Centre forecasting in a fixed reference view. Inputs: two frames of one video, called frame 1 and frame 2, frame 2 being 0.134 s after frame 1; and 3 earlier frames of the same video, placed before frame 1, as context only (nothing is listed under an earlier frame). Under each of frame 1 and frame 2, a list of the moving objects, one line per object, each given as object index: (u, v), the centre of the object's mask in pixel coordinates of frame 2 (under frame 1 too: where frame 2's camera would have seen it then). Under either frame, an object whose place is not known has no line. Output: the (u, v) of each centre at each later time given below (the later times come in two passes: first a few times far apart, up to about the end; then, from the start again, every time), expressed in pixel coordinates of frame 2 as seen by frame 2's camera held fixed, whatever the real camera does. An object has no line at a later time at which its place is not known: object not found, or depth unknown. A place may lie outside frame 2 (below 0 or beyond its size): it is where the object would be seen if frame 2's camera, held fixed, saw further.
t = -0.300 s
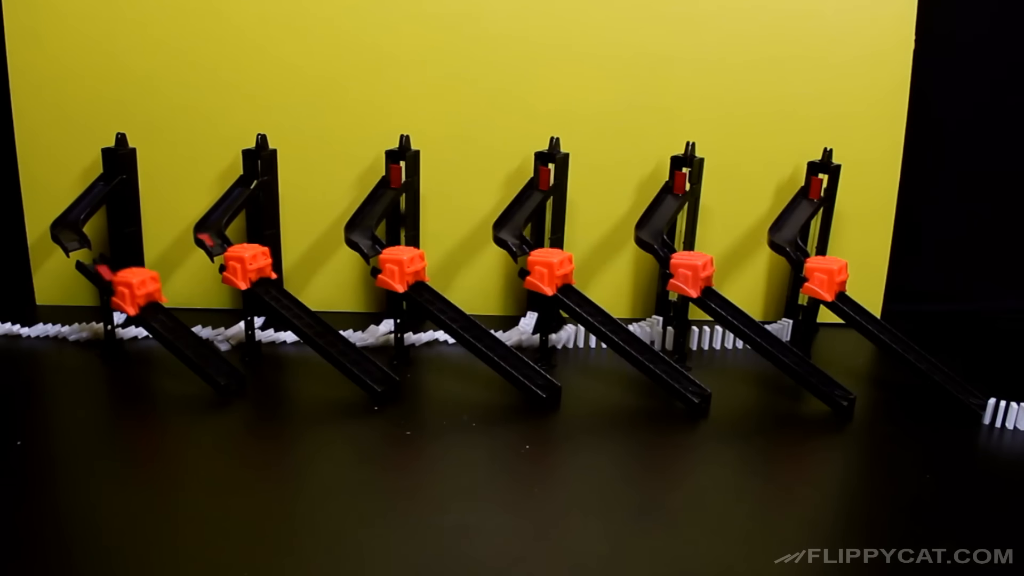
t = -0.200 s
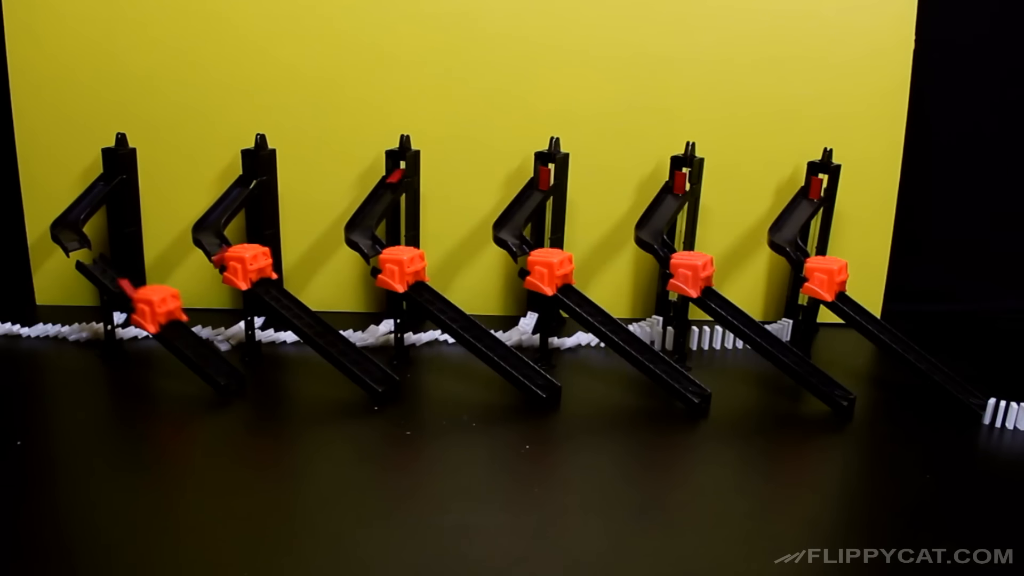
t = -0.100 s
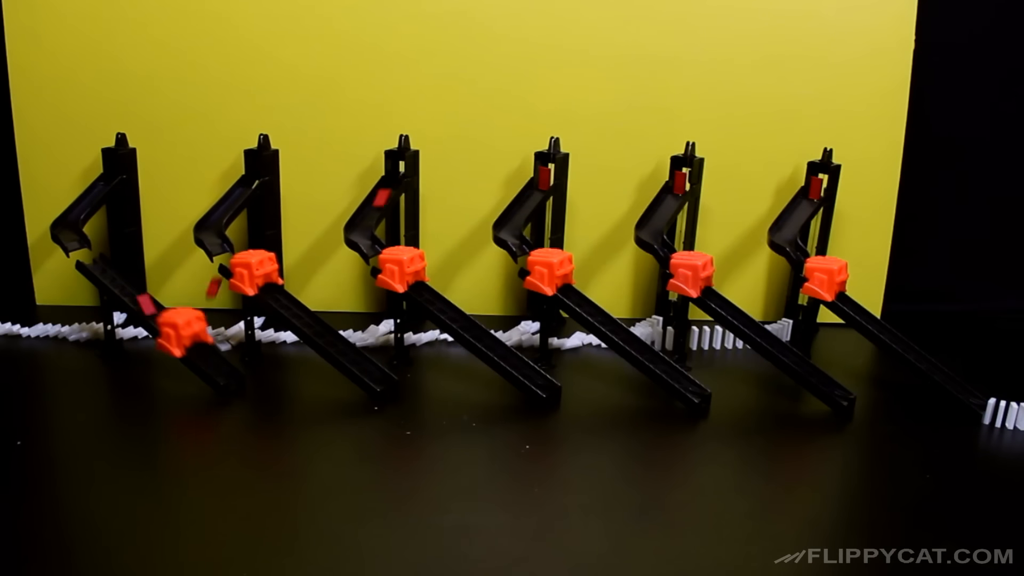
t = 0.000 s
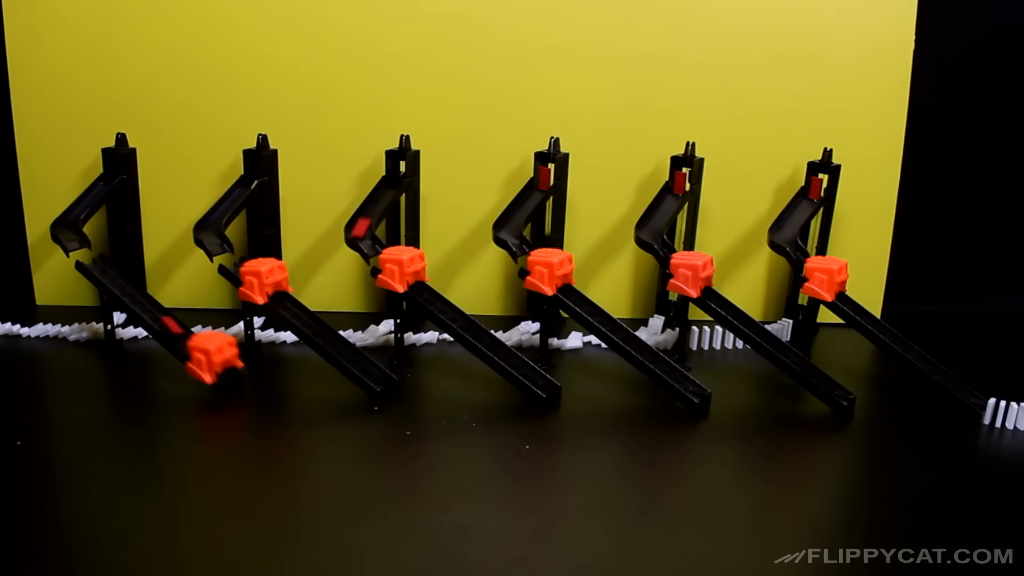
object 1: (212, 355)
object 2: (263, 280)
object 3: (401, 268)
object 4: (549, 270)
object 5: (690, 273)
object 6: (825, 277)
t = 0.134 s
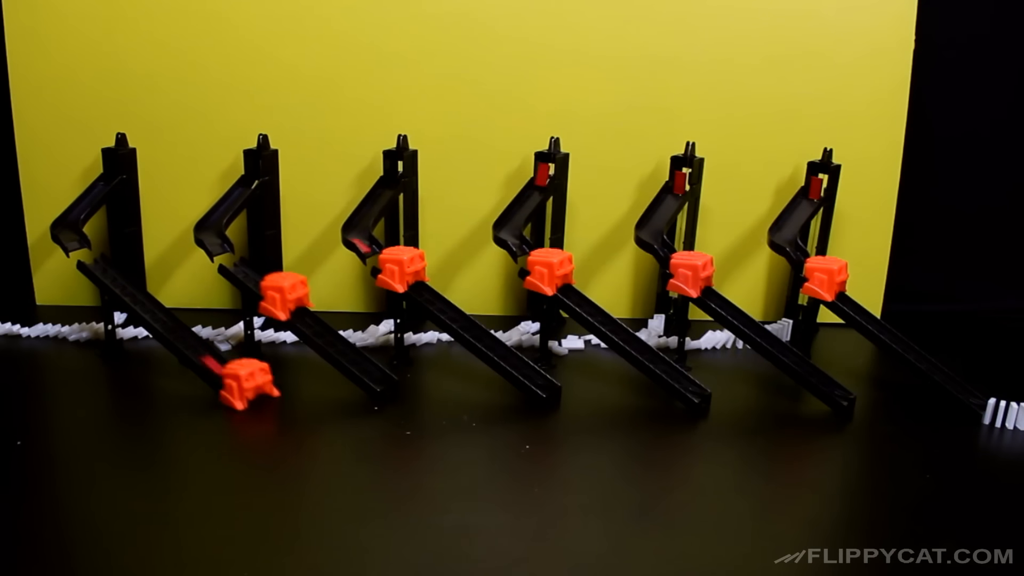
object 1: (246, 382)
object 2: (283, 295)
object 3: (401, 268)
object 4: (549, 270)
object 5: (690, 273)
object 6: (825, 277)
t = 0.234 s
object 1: (260, 390)
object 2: (303, 309)
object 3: (402, 268)
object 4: (549, 270)
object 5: (690, 273)
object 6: (825, 277)
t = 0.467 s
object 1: (271, 394)
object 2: (369, 363)
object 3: (423, 285)
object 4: (549, 271)
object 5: (690, 273)
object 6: (825, 277)
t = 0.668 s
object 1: (271, 394)
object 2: (415, 390)
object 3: (461, 312)
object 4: (570, 288)
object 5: (690, 273)
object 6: (825, 277)
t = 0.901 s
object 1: (270, 394)
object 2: (423, 392)
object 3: (522, 360)
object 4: (625, 329)
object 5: (690, 273)
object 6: (825, 277)
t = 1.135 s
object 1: (270, 394)
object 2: (424, 392)
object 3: (580, 396)
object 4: (708, 390)
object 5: (693, 275)
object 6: (825, 277)
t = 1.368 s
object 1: (270, 394)
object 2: (424, 392)
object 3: (586, 398)
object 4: (762, 409)
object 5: (731, 302)
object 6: (847, 295)
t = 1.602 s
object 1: (270, 394)
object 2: (424, 392)
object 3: (586, 398)
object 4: (762, 410)
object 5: (798, 351)
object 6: (906, 336)
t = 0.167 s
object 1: (252, 385)
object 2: (289, 299)
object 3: (401, 268)
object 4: (549, 270)
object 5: (690, 273)
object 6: (825, 277)
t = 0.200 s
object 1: (256, 388)
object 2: (296, 304)
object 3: (401, 268)
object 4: (549, 270)
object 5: (690, 273)
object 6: (825, 277)
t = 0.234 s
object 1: (260, 390)
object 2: (303, 309)
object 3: (402, 268)
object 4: (549, 270)
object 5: (690, 273)
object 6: (825, 277)
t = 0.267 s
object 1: (265, 391)
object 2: (310, 315)
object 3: (403, 269)
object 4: (549, 270)
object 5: (690, 273)
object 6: (825, 277)
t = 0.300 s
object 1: (268, 393)
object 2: (319, 324)
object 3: (404, 270)
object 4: (549, 270)
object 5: (690, 273)
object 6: (825, 277)
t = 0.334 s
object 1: (270, 393)
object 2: (326, 329)
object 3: (407, 273)
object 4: (549, 270)
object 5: (690, 273)
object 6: (825, 277)
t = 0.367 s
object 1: (270, 394)
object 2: (336, 338)
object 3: (410, 276)
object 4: (549, 270)
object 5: (690, 273)
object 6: (825, 277)
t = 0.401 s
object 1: (270, 394)
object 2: (347, 346)
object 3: (414, 278)
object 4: (549, 270)
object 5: (690, 273)
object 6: (825, 277)
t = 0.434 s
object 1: (270, 394)
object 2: (358, 353)
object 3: (418, 282)
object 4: (549, 270)
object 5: (690, 273)
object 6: (825, 277)
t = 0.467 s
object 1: (271, 394)
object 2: (369, 363)
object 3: (423, 285)
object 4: (549, 271)
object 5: (690, 273)
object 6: (825, 277)
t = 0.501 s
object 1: (271, 394)
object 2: (380, 370)
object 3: (429, 289)
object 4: (550, 272)
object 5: (690, 273)
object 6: (825, 277)
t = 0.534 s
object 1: (270, 394)
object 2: (390, 379)
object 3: (435, 293)
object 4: (553, 275)
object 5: (690, 273)
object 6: (825, 277)
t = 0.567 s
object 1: (270, 394)
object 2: (397, 384)
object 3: (441, 298)
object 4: (557, 277)
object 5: (690, 273)
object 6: (825, 277)
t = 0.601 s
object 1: (270, 394)
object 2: (403, 386)
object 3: (447, 303)
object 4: (561, 279)
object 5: (690, 273)
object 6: (825, 277)
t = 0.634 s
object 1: (270, 394)
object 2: (410, 389)
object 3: (454, 308)
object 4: (565, 284)
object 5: (690, 273)
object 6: (825, 277)
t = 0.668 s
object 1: (271, 394)
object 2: (415, 390)
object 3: (461, 312)
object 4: (570, 288)
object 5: (690, 273)
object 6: (825, 277)
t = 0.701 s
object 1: (270, 394)
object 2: (419, 391)
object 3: (468, 318)
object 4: (576, 292)
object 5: (690, 273)
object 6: (825, 277)
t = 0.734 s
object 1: (270, 394)
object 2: (422, 391)
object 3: (476, 323)
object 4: (582, 297)
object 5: (690, 273)
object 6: (825, 277)
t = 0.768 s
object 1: (270, 394)
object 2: (423, 392)
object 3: (483, 330)
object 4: (590, 303)
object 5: (690, 273)
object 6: (825, 277)
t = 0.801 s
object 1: (270, 394)
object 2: (423, 392)
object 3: (492, 336)
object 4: (598, 308)
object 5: (690, 273)
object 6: (825, 277)
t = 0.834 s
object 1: (270, 394)
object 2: (424, 392)
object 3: (501, 343)
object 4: (606, 315)
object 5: (690, 273)
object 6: (825, 277)
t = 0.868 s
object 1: (271, 394)
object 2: (424, 392)
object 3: (511, 351)
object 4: (616, 322)
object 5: (690, 273)
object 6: (825, 277)
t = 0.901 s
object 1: (270, 394)
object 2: (423, 392)
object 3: (522, 360)
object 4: (625, 329)
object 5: (690, 273)
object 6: (825, 277)
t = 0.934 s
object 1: (270, 394)
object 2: (424, 392)
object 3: (533, 367)
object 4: (635, 338)
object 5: (691, 273)
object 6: (825, 277)
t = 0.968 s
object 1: (270, 394)
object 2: (424, 392)
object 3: (543, 376)
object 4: (647, 346)
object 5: (691, 273)
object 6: (825, 277)
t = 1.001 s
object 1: (270, 394)
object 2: (424, 392)
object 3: (551, 380)
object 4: (658, 354)
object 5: (691, 273)
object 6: (825, 277)
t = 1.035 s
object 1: (270, 394)
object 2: (424, 392)
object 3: (560, 387)
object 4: (671, 366)
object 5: (691, 273)
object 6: (825, 277)
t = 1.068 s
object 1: (270, 394)
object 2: (424, 392)
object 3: (568, 391)
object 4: (684, 373)
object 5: (691, 273)
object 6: (825, 277)
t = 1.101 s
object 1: (270, 394)
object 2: (424, 392)
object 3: (574, 393)
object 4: (697, 382)
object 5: (692, 274)
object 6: (825, 277)
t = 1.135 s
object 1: (270, 394)
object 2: (424, 392)
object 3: (580, 396)
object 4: (708, 390)
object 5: (693, 275)
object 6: (825, 277)
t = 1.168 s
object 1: (270, 394)
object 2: (424, 392)
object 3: (584, 397)
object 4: (720, 396)
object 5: (696, 278)
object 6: (825, 277)
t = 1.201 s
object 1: (270, 394)
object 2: (424, 392)
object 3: (586, 398)
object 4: (730, 400)
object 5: (700, 281)
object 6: (826, 278)
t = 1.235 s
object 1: (270, 394)
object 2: (424, 392)
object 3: (586, 398)
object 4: (739, 404)
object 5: (705, 283)
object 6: (828, 279)
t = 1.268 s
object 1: (270, 394)
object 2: (424, 392)
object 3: (586, 398)
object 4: (747, 406)
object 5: (710, 289)
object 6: (832, 283)
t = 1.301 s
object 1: (270, 394)
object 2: (424, 392)
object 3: (586, 398)
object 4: (753, 407)
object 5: (716, 292)
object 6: (836, 286)
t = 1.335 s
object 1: (270, 394)
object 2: (424, 392)
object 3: (586, 398)
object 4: (759, 408)
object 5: (724, 298)
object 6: (841, 289)
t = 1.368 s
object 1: (270, 394)
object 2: (424, 392)
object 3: (586, 398)
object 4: (762, 409)
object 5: (731, 302)
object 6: (847, 295)
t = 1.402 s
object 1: (270, 394)
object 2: (424, 392)
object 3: (586, 398)
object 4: (765, 410)
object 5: (740, 309)
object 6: (853, 298)
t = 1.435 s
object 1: (270, 394)
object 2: (424, 392)
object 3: (586, 398)
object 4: (766, 410)
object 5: (748, 313)
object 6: (860, 304)
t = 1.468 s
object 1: (270, 394)
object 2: (424, 392)
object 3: (586, 398)
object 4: (766, 410)
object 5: (757, 321)
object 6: (868, 309)
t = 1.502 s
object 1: (270, 394)
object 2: (424, 392)
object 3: (586, 398)
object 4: (763, 410)
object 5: (767, 329)
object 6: (876, 316)
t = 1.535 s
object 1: (270, 394)
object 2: (424, 392)
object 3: (586, 398)
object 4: (762, 410)
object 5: (777, 333)
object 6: (886, 320)
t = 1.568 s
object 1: (270, 394)
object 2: (424, 392)
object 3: (586, 398)
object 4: (762, 410)
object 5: (787, 343)
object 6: (896, 331)
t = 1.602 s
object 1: (270, 394)
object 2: (424, 392)
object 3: (586, 398)
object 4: (762, 410)
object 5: (798, 351)
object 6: (906, 336)
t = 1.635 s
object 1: (270, 394)
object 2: (424, 392)
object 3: (586, 398)
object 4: (764, 410)
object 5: (809, 359)
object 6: (918, 343)
